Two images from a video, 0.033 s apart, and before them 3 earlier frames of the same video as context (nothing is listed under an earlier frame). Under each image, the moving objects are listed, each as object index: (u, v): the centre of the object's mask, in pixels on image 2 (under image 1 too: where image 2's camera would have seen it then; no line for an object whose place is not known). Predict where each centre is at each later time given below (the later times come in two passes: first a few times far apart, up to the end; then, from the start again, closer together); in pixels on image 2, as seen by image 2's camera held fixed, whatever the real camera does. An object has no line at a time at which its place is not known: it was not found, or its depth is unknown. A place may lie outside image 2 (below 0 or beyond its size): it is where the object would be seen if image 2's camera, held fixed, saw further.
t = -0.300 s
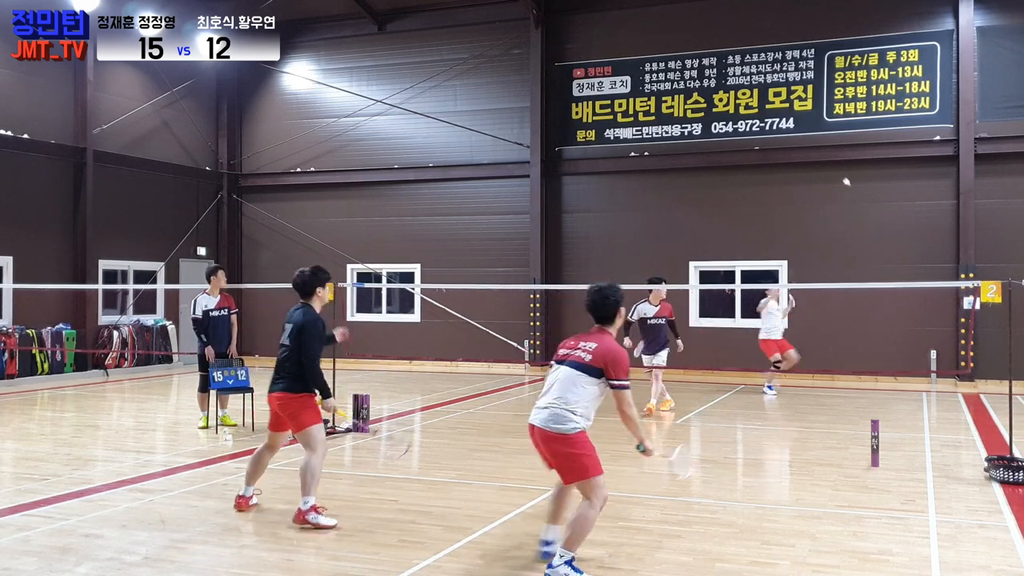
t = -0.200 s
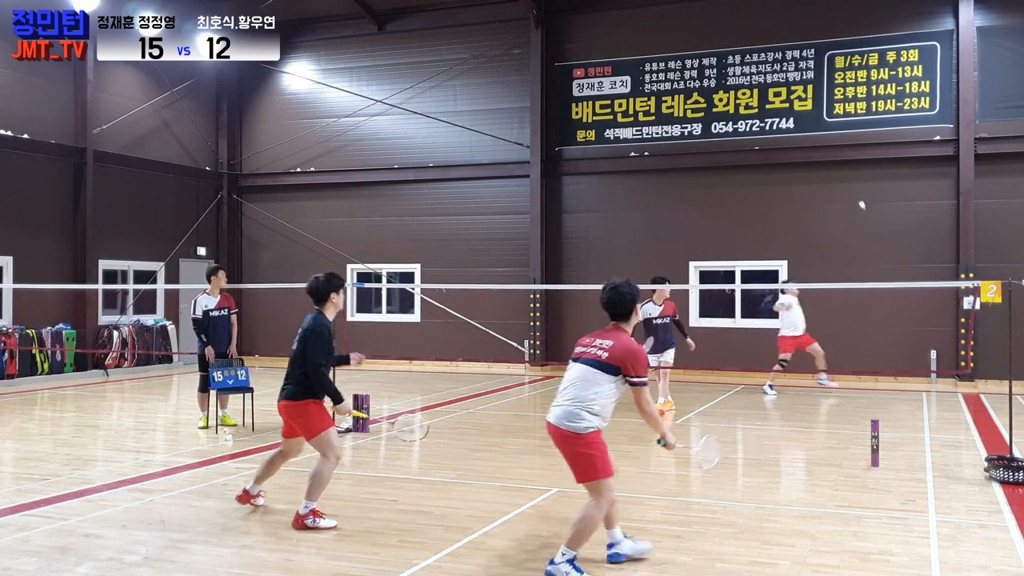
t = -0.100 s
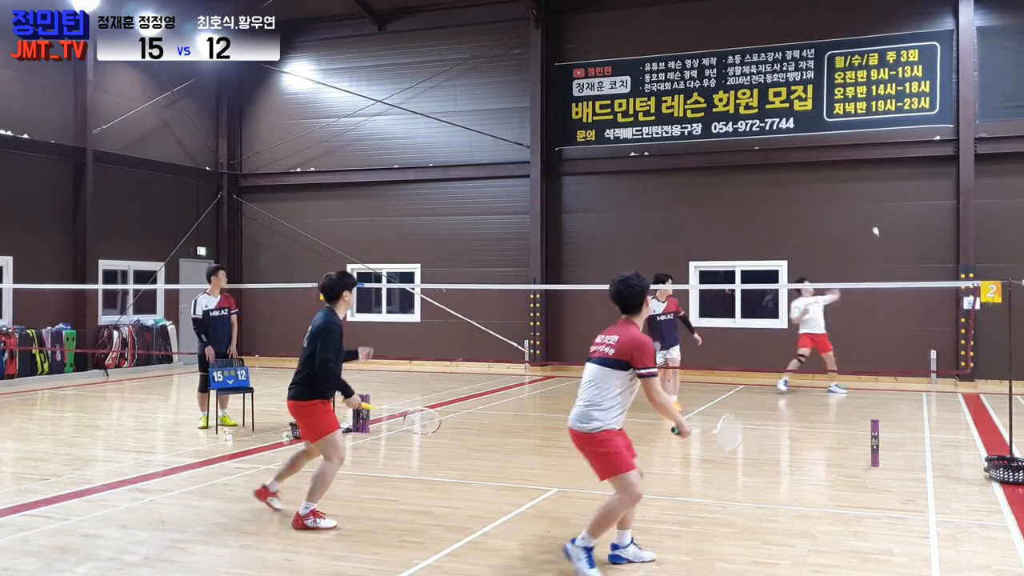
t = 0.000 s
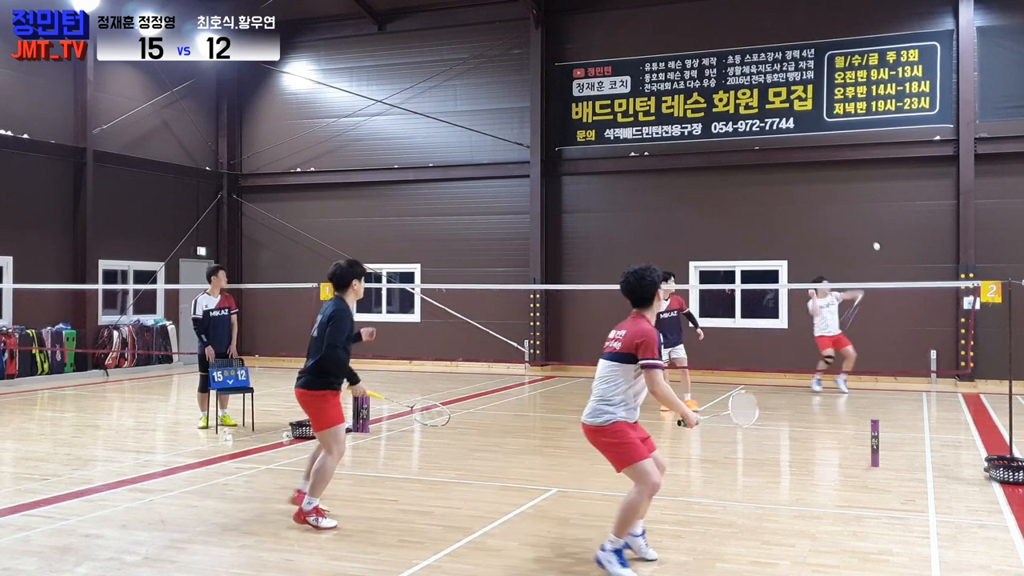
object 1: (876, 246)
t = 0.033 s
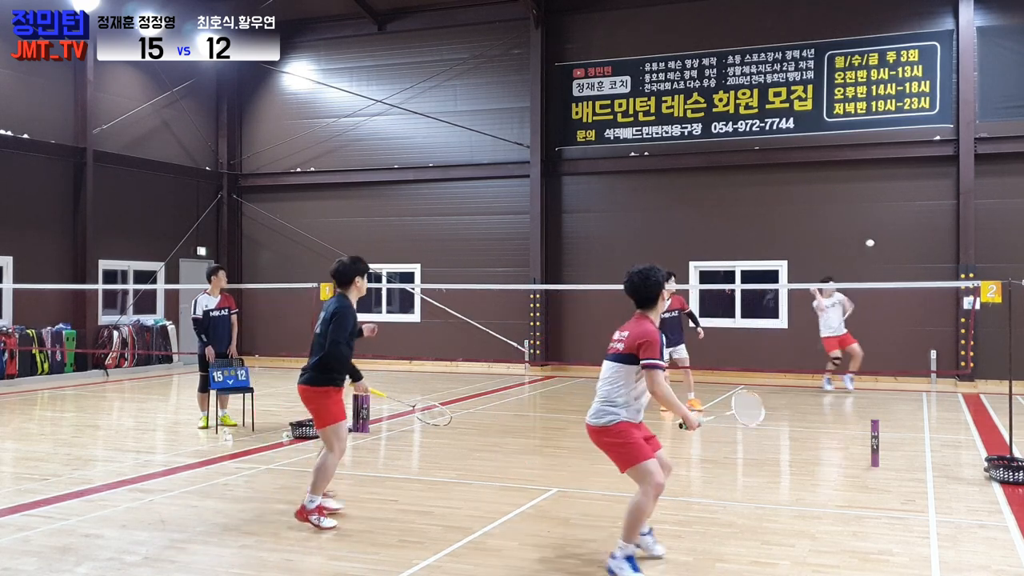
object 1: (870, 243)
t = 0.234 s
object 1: (841, 251)
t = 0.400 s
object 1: (814, 297)
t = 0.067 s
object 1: (865, 242)
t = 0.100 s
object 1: (860, 240)
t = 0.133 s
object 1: (854, 241)
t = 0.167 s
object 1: (850, 243)
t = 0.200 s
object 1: (845, 246)
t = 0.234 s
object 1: (841, 251)
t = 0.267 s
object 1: (835, 256)
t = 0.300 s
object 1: (830, 263)
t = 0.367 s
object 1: (819, 283)
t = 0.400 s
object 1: (814, 297)
